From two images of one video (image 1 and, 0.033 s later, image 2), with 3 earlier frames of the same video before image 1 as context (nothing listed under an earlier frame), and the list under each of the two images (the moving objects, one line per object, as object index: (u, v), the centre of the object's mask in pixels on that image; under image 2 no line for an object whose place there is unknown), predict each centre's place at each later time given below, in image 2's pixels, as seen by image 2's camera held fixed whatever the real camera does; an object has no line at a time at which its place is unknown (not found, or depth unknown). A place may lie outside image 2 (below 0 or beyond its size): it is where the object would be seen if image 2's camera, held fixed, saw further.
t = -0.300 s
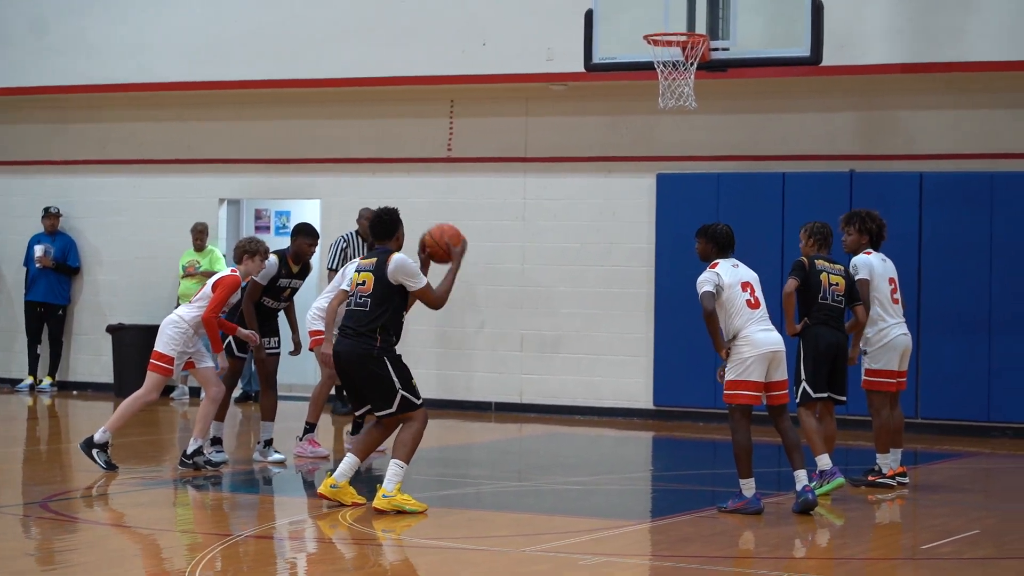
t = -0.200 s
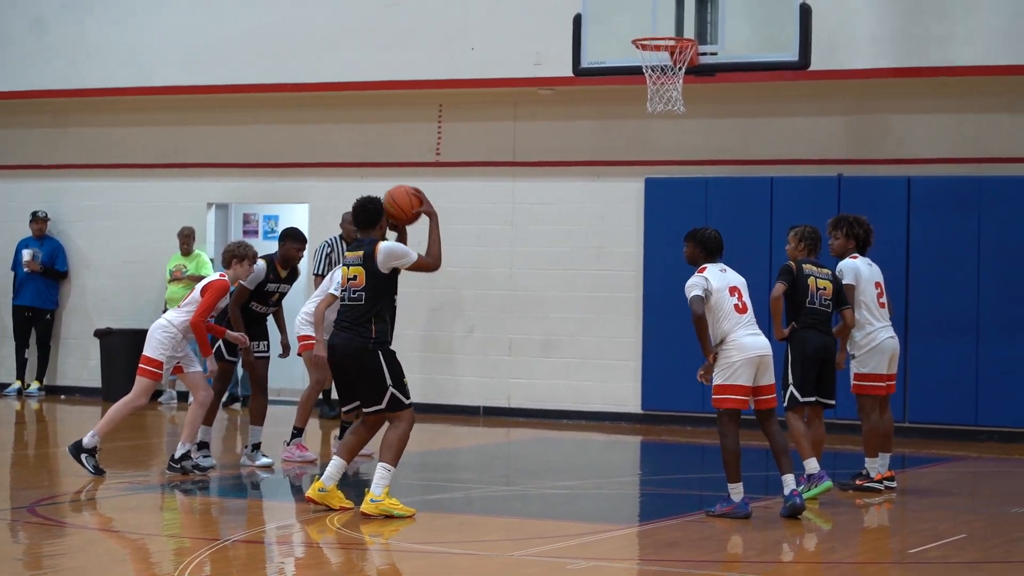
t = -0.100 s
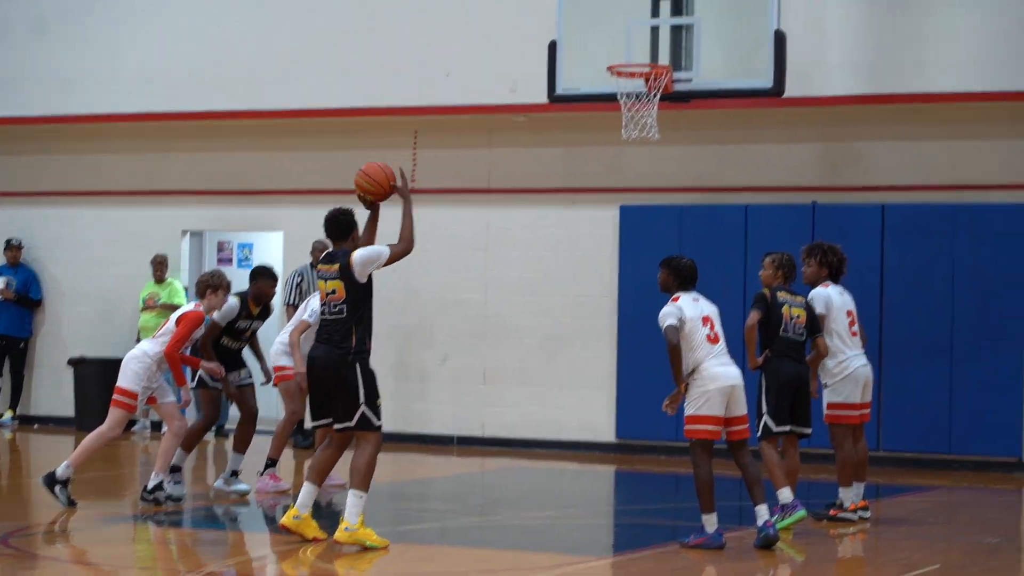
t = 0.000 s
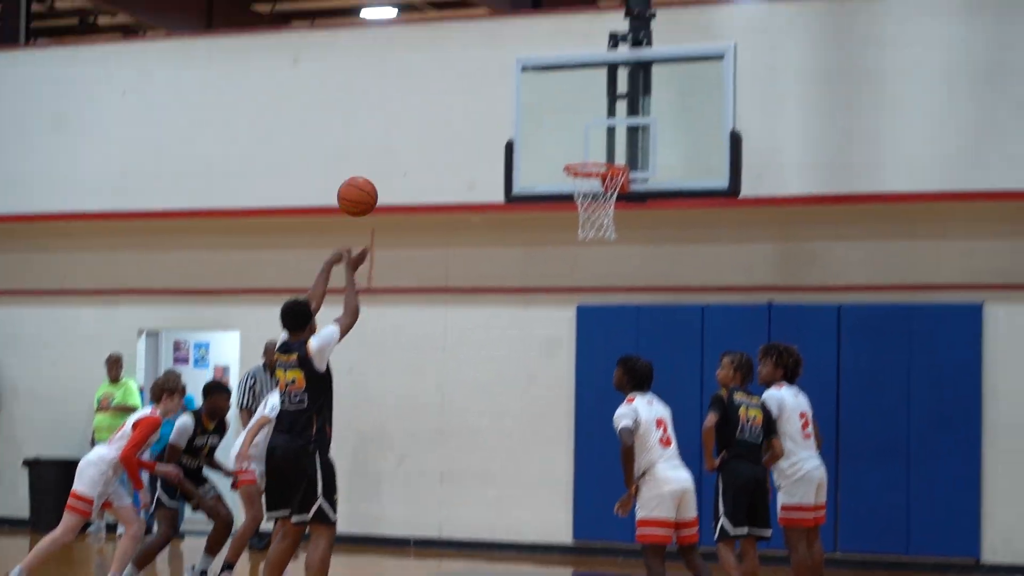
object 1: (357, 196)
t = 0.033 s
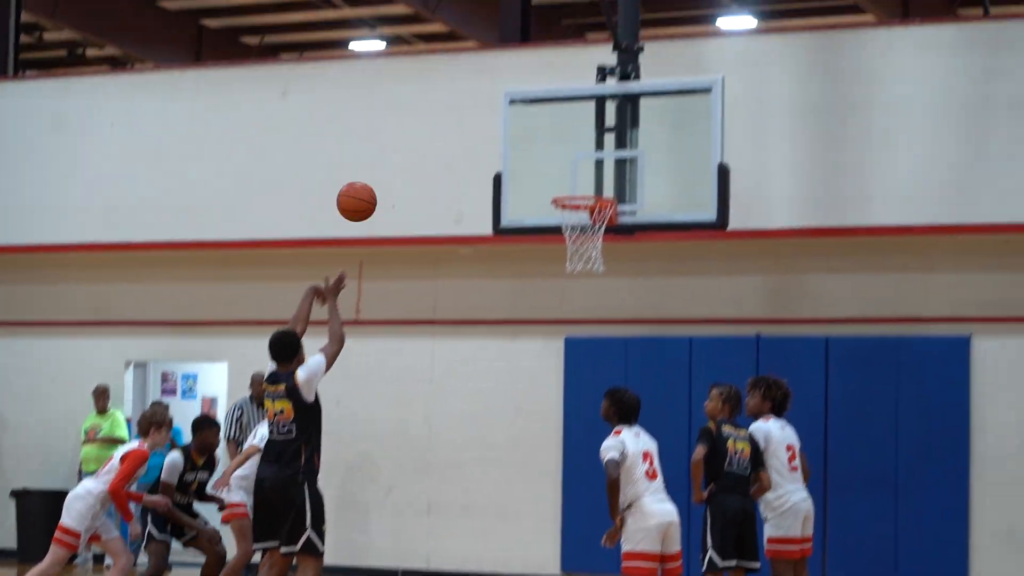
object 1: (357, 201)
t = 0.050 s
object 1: (362, 189)
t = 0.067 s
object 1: (367, 177)
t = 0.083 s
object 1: (372, 166)
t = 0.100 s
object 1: (377, 155)
